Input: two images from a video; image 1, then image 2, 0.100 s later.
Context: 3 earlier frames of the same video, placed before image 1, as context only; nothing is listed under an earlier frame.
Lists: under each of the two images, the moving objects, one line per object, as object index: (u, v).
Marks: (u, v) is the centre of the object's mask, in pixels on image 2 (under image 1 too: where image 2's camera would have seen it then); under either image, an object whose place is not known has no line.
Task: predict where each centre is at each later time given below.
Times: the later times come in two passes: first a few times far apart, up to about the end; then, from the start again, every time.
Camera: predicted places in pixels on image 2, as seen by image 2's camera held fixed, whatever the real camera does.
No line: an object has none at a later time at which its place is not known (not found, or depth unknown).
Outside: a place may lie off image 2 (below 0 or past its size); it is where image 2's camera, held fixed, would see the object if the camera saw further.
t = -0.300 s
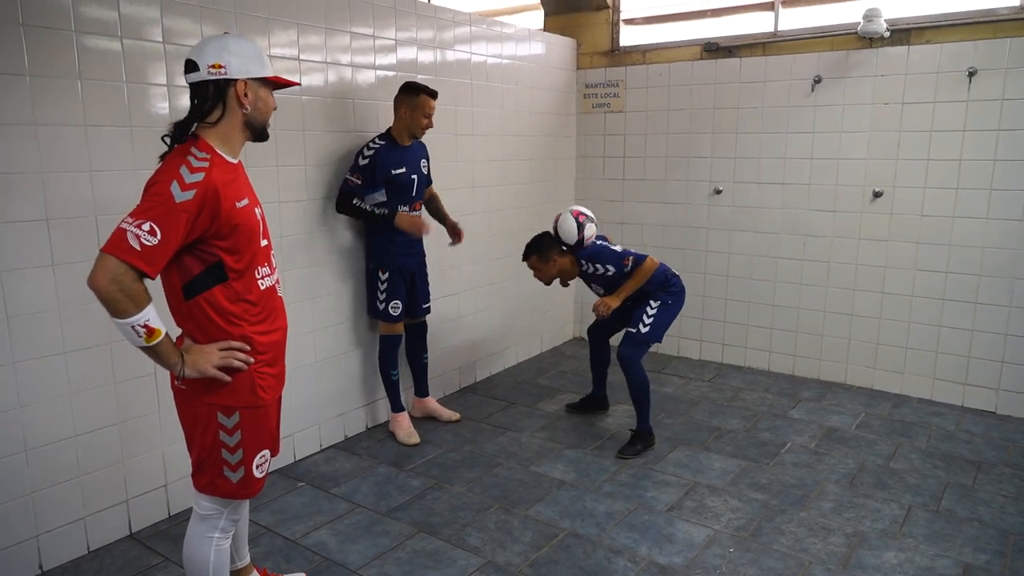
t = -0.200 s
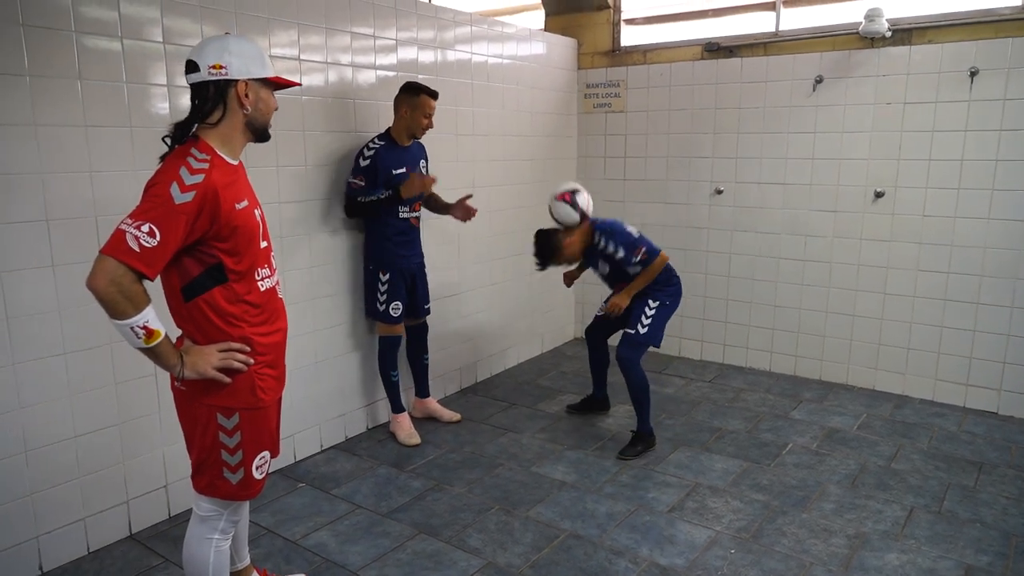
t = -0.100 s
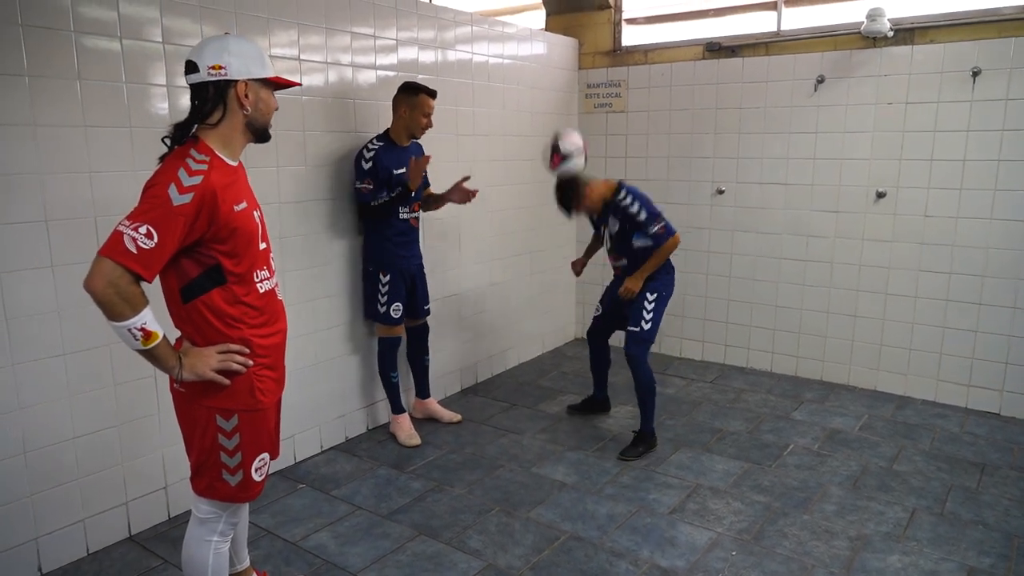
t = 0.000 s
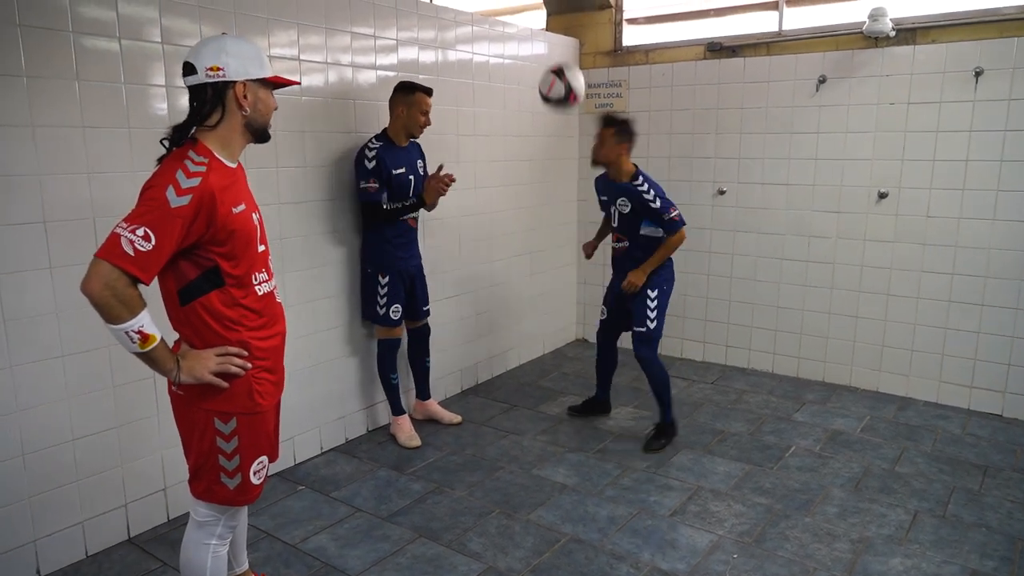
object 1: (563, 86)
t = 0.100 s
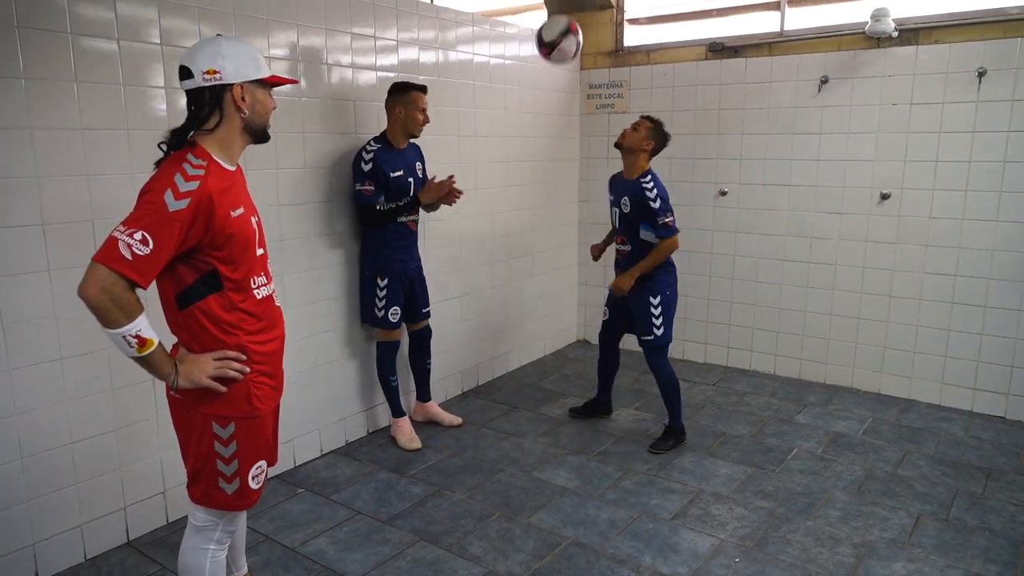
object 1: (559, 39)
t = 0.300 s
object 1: (550, 13)
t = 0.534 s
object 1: (539, 83)
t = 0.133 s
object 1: (557, 27)
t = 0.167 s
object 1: (556, 20)
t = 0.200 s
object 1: (554, 16)
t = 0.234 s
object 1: (553, 14)
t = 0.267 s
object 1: (551, 13)
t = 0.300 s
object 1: (550, 13)
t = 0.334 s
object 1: (548, 15)
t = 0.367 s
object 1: (547, 18)
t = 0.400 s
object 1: (545, 25)
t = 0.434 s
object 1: (544, 37)
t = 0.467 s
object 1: (542, 49)
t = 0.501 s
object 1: (540, 66)
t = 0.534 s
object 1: (539, 83)
